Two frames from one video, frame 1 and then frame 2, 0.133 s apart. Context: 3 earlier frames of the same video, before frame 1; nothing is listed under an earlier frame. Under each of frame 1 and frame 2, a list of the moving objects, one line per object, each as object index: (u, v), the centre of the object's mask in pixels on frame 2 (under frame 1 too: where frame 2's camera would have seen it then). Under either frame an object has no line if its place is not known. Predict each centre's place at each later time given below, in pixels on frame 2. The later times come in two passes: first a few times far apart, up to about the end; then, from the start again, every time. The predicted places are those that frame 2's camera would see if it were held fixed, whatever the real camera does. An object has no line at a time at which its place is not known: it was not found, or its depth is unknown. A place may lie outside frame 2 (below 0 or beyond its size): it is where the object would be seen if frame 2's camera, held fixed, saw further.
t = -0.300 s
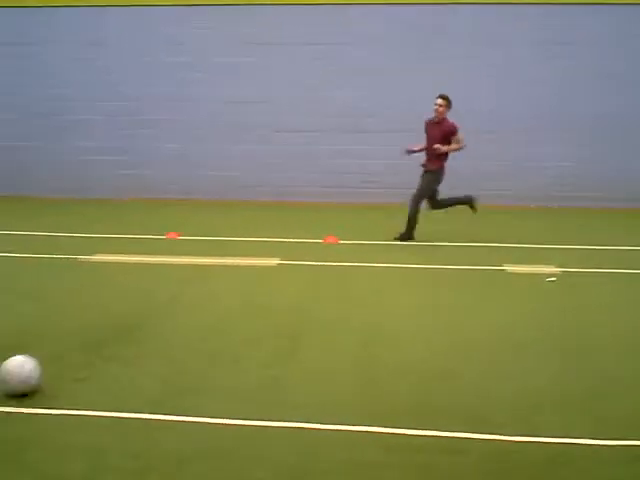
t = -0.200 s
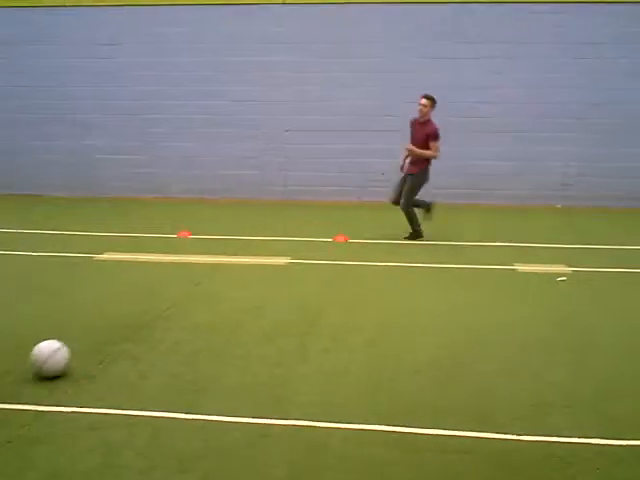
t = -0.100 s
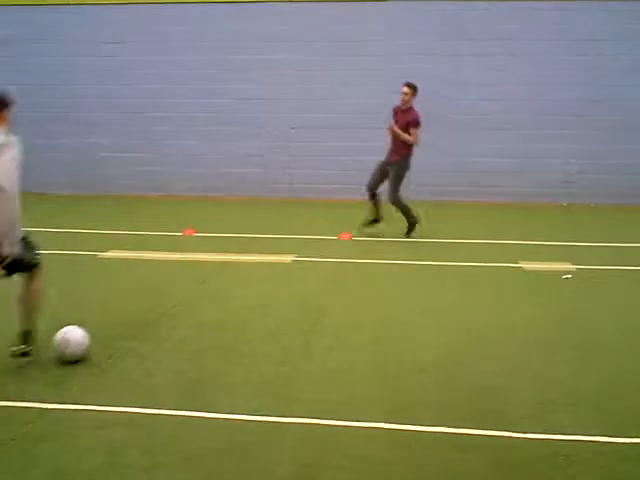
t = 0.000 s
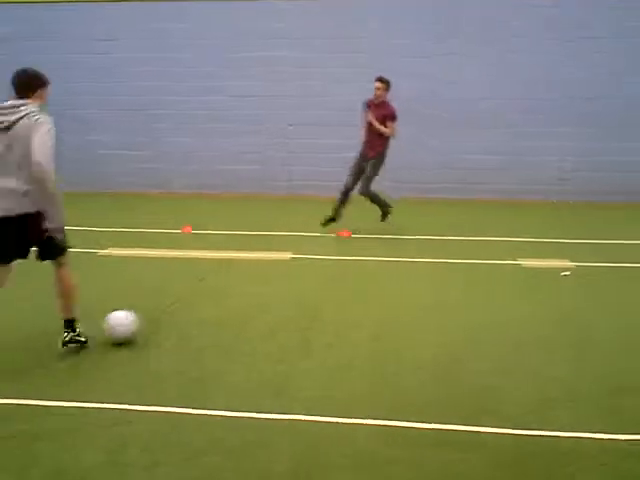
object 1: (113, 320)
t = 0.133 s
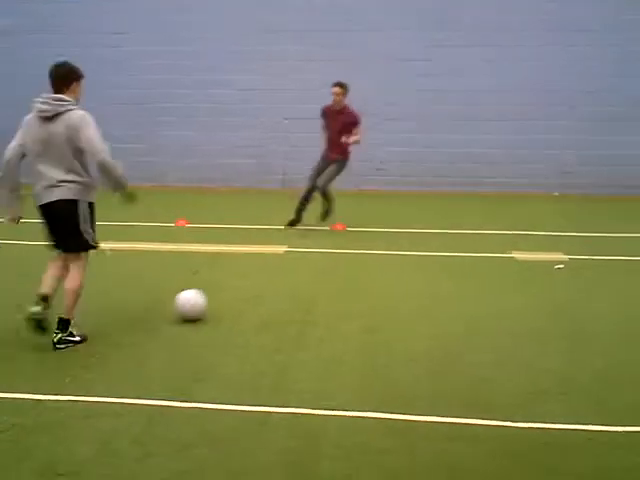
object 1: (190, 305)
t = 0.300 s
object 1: (249, 289)
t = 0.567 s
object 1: (313, 270)
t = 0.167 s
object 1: (205, 301)
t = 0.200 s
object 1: (220, 298)
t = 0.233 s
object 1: (230, 295)
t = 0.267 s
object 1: (241, 292)
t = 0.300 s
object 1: (249, 289)
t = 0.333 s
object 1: (258, 286)
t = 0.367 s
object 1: (266, 283)
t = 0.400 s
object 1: (274, 281)
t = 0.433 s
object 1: (283, 278)
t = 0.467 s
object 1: (290, 276)
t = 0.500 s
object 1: (298, 274)
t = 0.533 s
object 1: (306, 271)
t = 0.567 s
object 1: (313, 270)
